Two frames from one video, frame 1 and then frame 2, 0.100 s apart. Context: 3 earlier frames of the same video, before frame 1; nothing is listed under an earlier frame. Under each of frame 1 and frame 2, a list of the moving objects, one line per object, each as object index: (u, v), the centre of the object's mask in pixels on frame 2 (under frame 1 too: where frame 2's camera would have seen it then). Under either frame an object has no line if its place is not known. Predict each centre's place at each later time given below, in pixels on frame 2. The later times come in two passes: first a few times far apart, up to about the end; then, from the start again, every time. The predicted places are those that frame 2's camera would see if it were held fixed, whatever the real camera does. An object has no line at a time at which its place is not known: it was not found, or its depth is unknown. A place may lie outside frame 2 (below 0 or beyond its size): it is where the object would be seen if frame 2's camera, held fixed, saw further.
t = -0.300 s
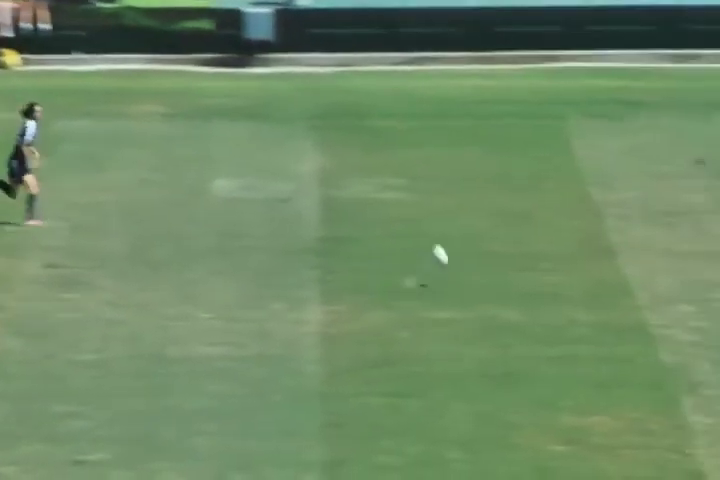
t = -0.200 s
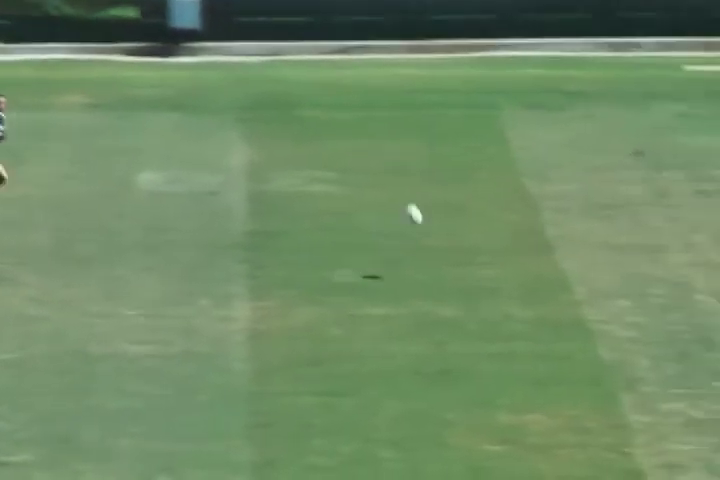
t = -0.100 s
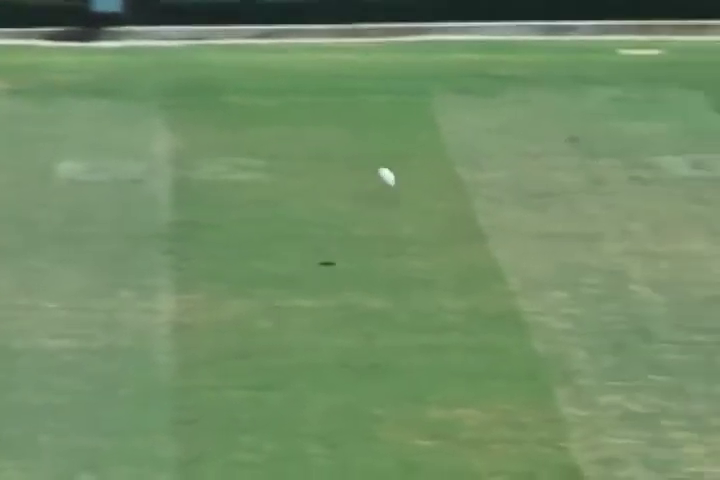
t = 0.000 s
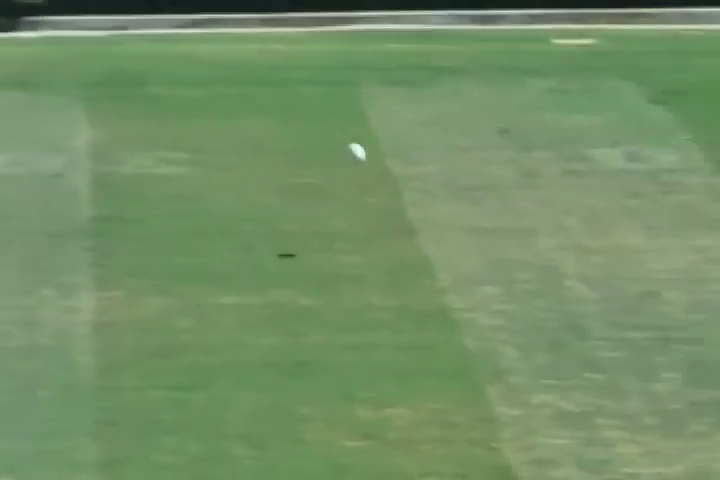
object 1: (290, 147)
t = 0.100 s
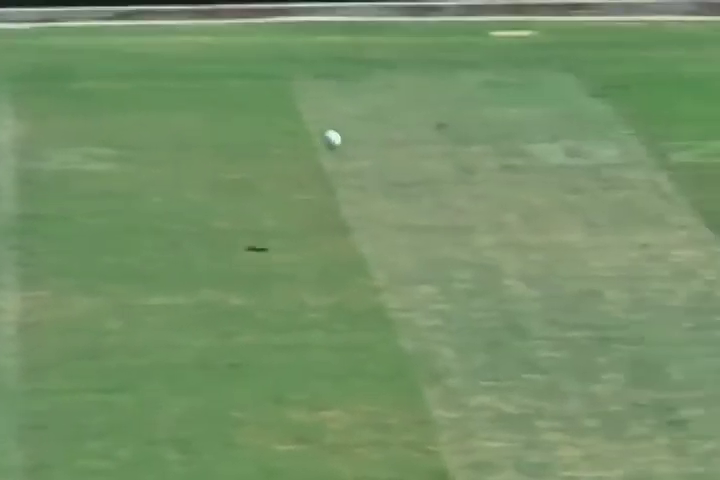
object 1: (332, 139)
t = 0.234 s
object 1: (389, 142)
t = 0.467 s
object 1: (484, 185)
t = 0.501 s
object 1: (496, 196)
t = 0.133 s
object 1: (348, 138)
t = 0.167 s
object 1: (361, 140)
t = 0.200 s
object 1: (375, 140)
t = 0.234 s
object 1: (389, 142)
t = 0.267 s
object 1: (403, 146)
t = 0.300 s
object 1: (417, 150)
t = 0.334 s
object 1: (430, 155)
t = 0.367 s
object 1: (444, 161)
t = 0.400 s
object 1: (457, 169)
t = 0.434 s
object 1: (471, 176)
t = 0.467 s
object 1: (484, 185)
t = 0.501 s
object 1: (496, 196)
